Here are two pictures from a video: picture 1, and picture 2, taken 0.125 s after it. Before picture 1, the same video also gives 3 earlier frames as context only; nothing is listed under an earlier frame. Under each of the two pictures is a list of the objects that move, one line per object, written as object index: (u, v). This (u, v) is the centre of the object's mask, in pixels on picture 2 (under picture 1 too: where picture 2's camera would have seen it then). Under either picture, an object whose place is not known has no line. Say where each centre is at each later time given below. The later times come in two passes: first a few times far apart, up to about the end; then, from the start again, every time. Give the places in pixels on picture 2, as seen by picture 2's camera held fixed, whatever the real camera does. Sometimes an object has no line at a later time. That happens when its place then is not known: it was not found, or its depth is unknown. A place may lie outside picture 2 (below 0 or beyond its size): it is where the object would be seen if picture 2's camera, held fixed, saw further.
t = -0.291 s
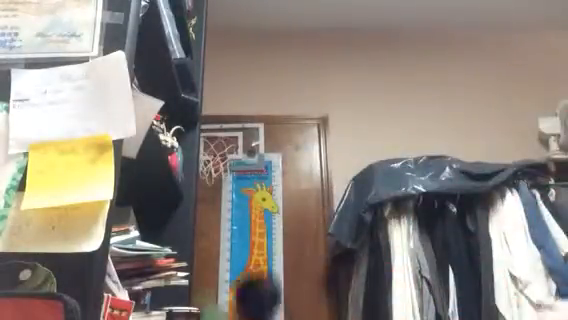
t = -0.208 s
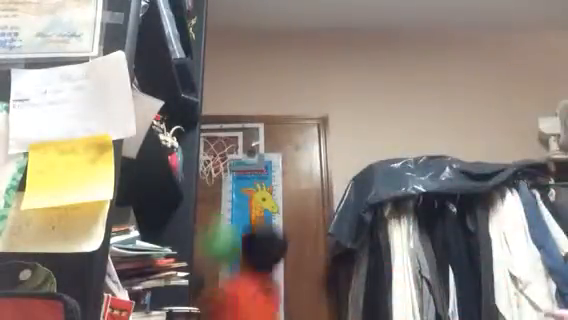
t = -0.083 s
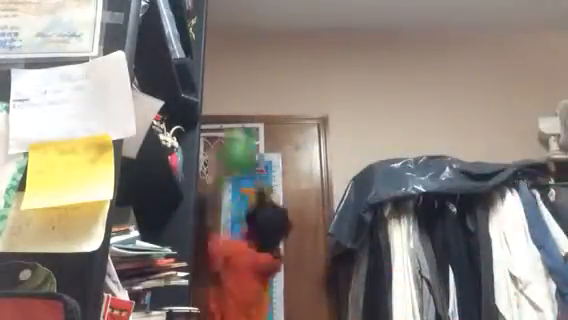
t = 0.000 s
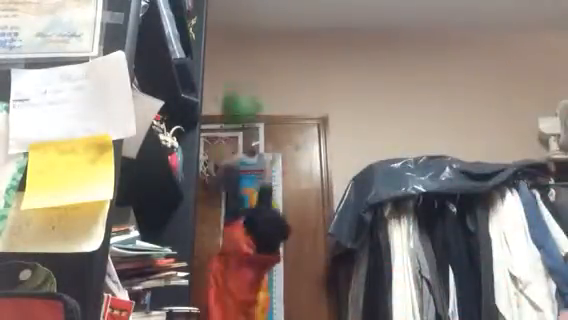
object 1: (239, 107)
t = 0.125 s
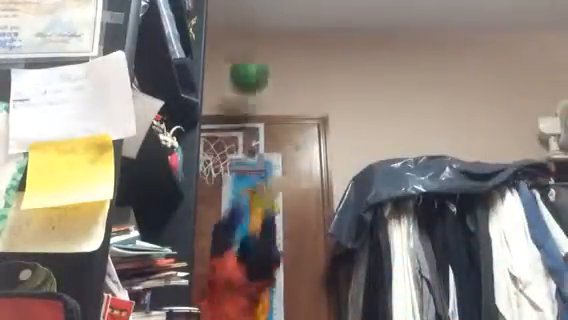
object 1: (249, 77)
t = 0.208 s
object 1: (253, 74)
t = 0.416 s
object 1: (260, 89)
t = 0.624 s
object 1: (256, 146)
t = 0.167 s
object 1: (251, 75)
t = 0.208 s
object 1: (253, 74)
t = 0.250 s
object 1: (255, 74)
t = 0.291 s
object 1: (257, 75)
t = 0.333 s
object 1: (259, 79)
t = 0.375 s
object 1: (260, 87)
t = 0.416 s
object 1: (260, 89)
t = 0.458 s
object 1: (258, 97)
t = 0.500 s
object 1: (258, 103)
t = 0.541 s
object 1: (258, 113)
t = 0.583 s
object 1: (256, 133)
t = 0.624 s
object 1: (256, 146)
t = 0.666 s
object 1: (256, 164)
